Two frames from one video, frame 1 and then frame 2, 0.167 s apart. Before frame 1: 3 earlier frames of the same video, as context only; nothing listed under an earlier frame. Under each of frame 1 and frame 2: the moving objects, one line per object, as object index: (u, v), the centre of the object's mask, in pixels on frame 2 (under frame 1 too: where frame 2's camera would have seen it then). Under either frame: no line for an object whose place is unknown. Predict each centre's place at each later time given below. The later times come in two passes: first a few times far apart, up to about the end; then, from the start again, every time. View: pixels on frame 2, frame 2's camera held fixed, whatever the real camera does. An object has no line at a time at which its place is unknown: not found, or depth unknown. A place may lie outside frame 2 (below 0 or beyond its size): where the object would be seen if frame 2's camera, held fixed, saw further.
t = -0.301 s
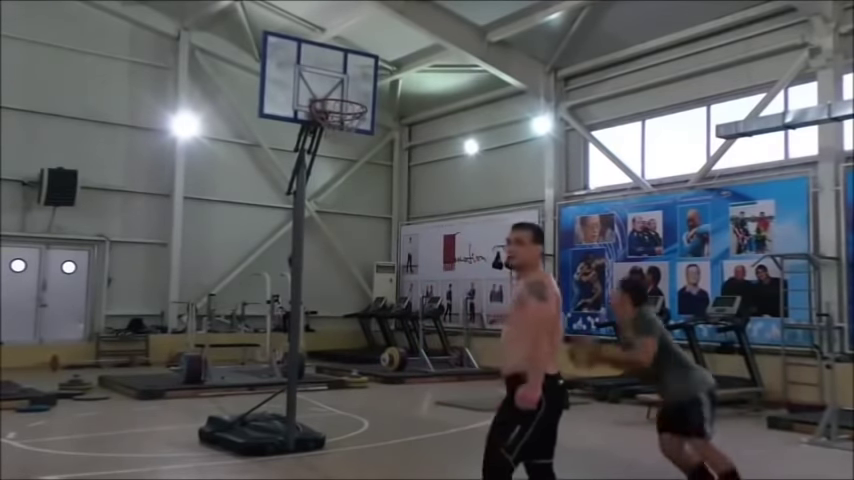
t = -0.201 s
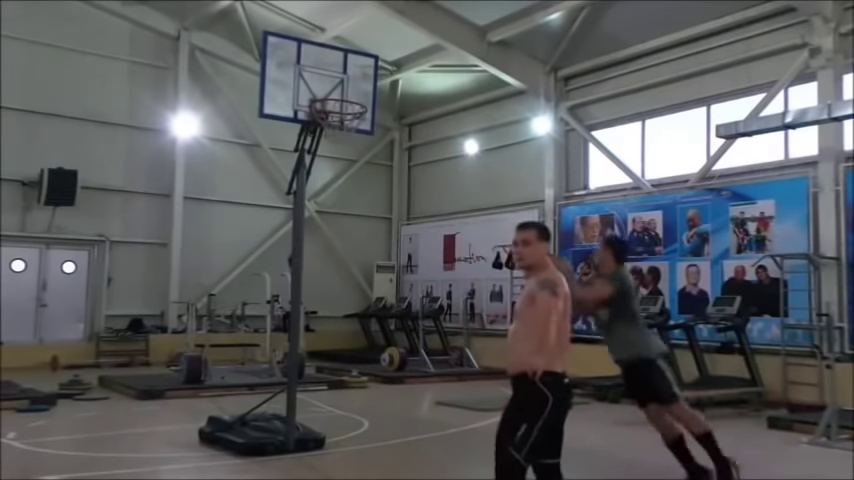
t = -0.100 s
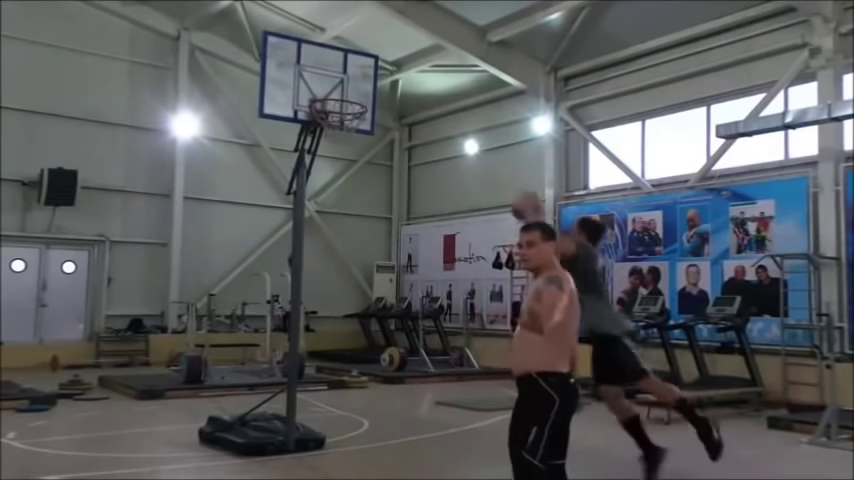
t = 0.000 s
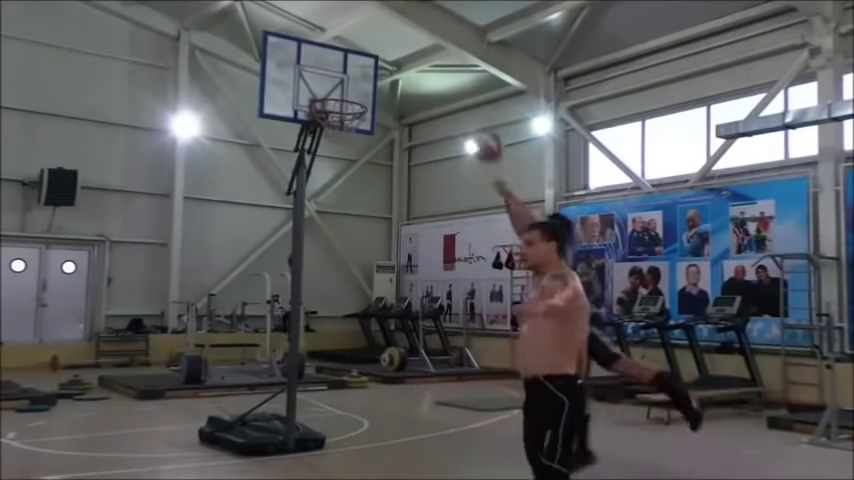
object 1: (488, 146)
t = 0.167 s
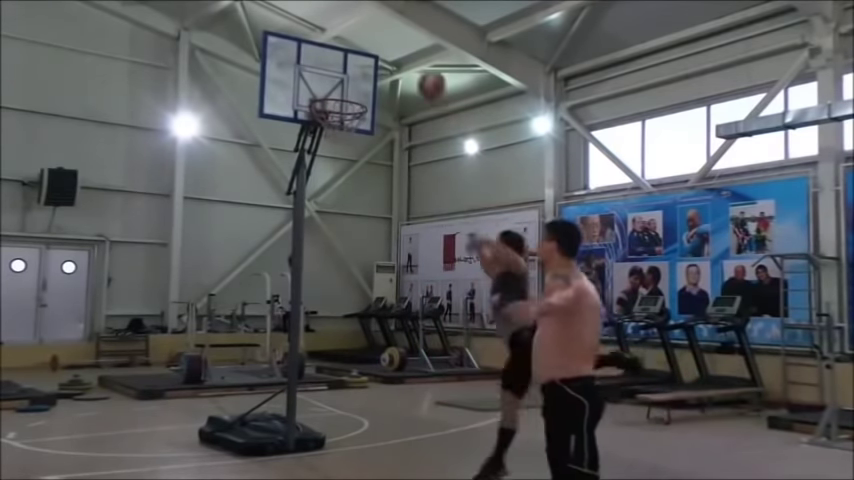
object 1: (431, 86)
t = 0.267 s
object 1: (401, 66)
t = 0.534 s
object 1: (345, 63)
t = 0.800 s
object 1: (341, 90)
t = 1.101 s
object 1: (339, 153)
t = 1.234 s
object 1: (334, 209)
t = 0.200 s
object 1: (420, 77)
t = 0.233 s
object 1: (411, 74)
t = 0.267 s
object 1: (401, 66)
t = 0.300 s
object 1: (389, 63)
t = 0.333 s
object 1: (381, 61)
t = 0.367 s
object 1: (371, 59)
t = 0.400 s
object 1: (362, 60)
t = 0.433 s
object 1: (353, 61)
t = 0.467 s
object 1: (347, 63)
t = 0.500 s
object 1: (346, 62)
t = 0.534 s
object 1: (345, 63)
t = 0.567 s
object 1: (345, 66)
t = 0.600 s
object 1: (343, 71)
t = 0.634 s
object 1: (342, 76)
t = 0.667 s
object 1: (342, 82)
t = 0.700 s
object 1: (342, 91)
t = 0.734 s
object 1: (342, 90)
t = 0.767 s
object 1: (341, 90)
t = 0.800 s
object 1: (341, 90)
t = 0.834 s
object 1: (341, 92)
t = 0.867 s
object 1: (340, 95)
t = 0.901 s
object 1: (340, 98)
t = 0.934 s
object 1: (341, 105)
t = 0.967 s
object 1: (340, 115)
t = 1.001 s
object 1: (341, 123)
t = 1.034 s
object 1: (341, 132)
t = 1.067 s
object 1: (340, 141)
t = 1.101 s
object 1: (339, 153)
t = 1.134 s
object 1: (338, 164)
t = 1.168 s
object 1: (336, 178)
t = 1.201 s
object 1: (335, 194)
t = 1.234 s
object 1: (334, 209)
